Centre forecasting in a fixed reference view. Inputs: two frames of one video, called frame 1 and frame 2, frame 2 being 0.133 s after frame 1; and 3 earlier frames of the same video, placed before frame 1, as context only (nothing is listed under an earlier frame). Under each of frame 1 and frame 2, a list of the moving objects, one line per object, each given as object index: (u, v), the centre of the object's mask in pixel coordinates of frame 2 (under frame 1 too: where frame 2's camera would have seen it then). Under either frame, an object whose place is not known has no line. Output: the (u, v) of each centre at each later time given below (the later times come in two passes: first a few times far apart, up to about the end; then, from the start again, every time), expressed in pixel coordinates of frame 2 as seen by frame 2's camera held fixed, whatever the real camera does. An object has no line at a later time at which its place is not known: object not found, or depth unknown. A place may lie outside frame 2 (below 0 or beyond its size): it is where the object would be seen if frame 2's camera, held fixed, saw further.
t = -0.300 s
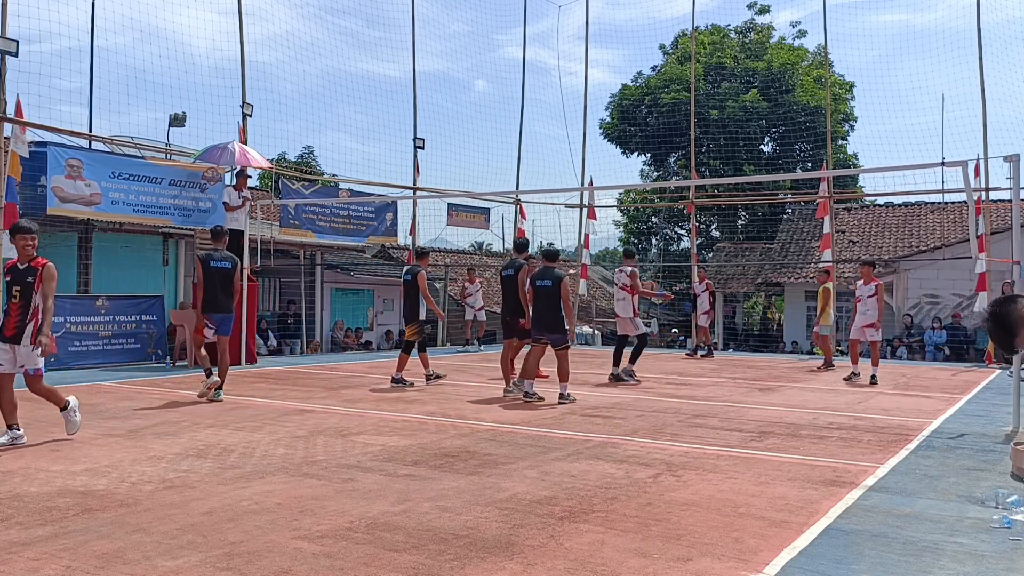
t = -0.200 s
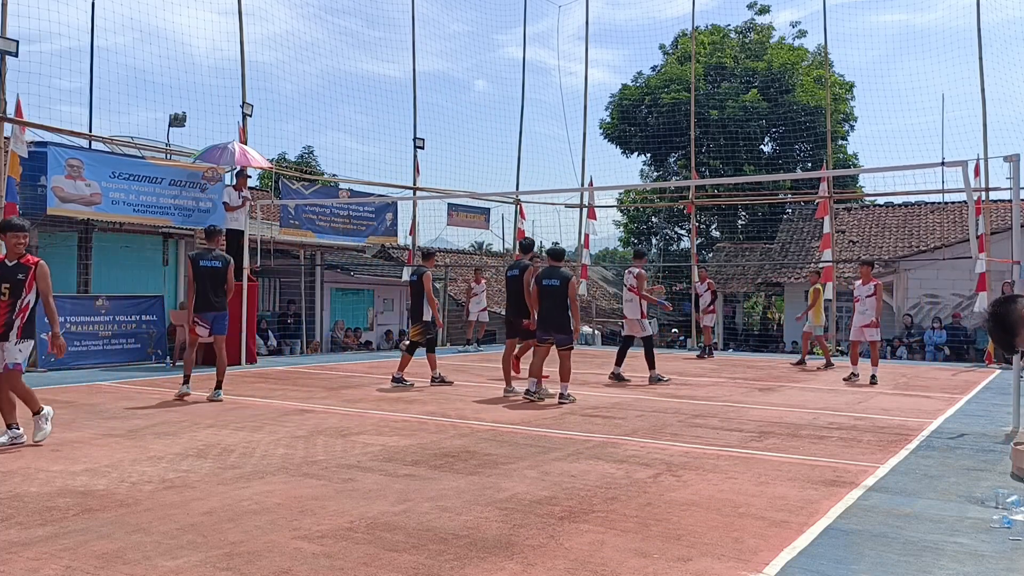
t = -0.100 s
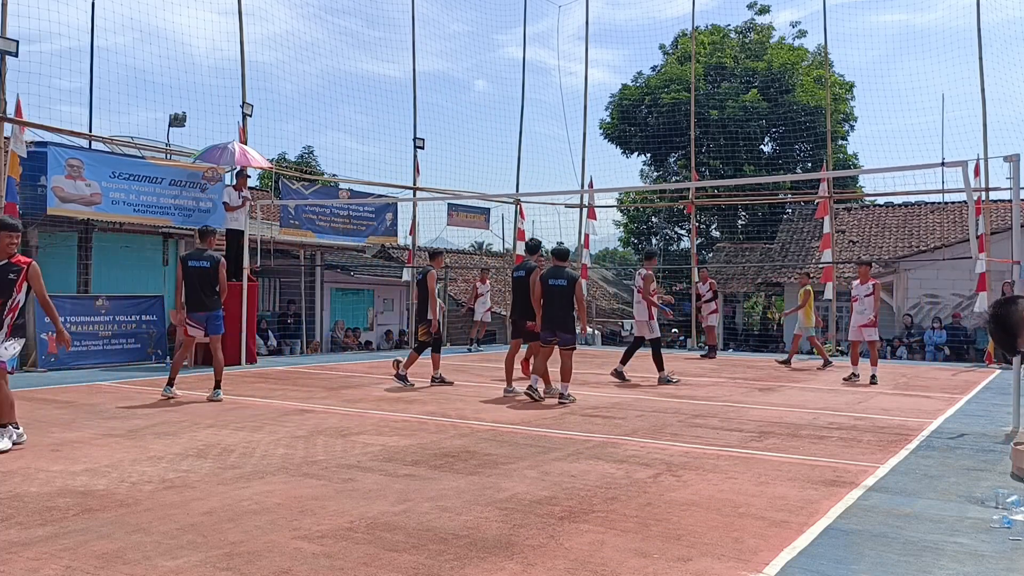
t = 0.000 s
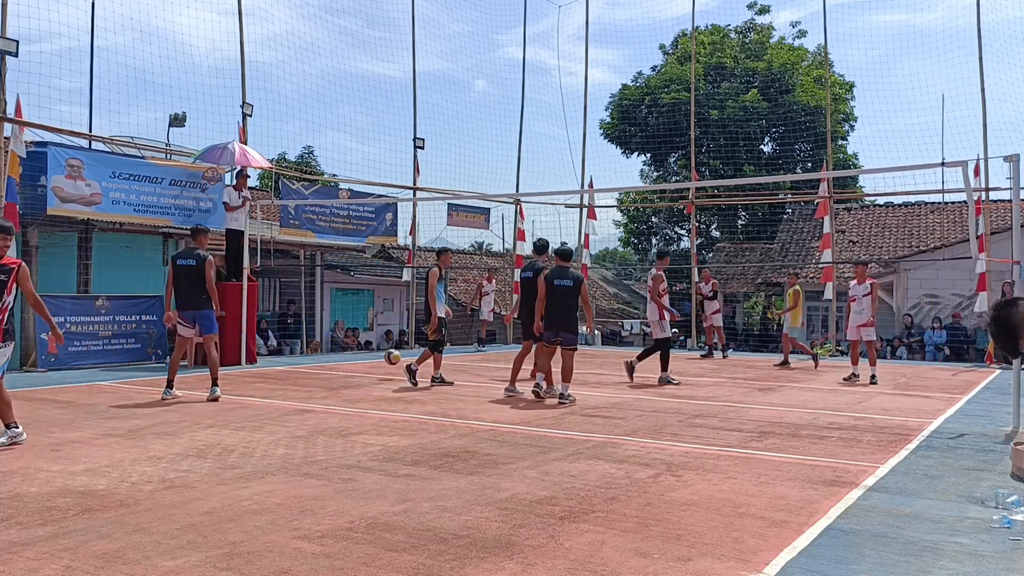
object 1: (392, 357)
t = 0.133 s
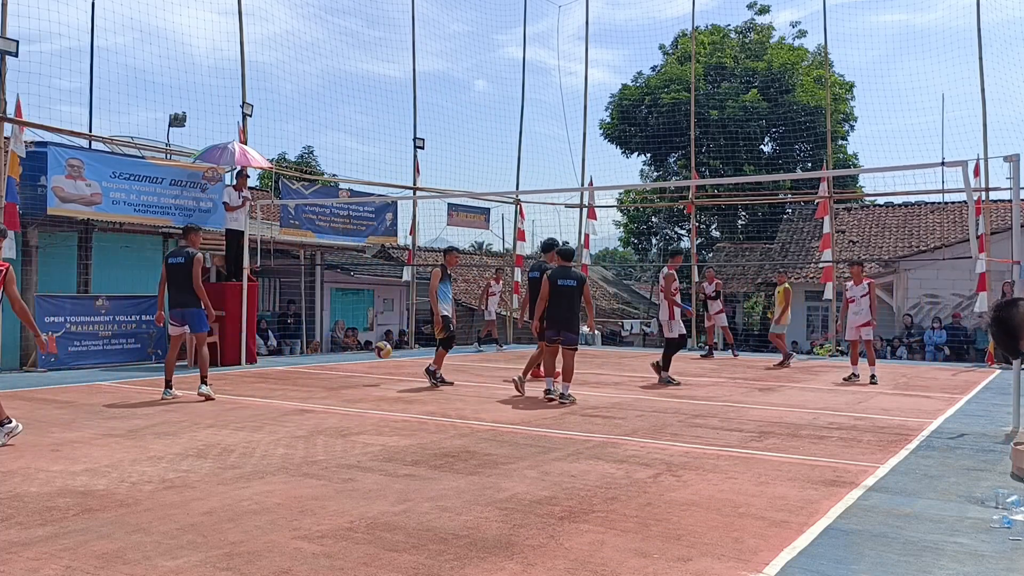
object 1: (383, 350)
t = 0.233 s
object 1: (376, 352)
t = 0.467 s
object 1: (355, 386)
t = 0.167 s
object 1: (382, 350)
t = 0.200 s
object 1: (379, 351)
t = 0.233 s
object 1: (376, 352)
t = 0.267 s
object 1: (373, 355)
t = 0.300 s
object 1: (371, 360)
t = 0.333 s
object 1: (368, 365)
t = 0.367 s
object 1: (365, 371)
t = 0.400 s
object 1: (361, 379)
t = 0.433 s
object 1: (358, 387)
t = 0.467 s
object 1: (355, 386)
